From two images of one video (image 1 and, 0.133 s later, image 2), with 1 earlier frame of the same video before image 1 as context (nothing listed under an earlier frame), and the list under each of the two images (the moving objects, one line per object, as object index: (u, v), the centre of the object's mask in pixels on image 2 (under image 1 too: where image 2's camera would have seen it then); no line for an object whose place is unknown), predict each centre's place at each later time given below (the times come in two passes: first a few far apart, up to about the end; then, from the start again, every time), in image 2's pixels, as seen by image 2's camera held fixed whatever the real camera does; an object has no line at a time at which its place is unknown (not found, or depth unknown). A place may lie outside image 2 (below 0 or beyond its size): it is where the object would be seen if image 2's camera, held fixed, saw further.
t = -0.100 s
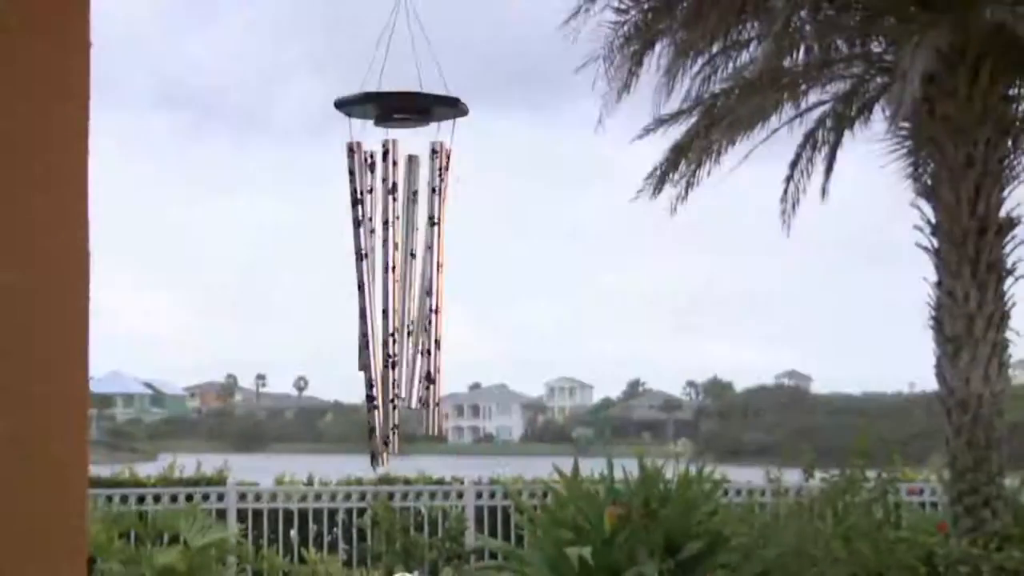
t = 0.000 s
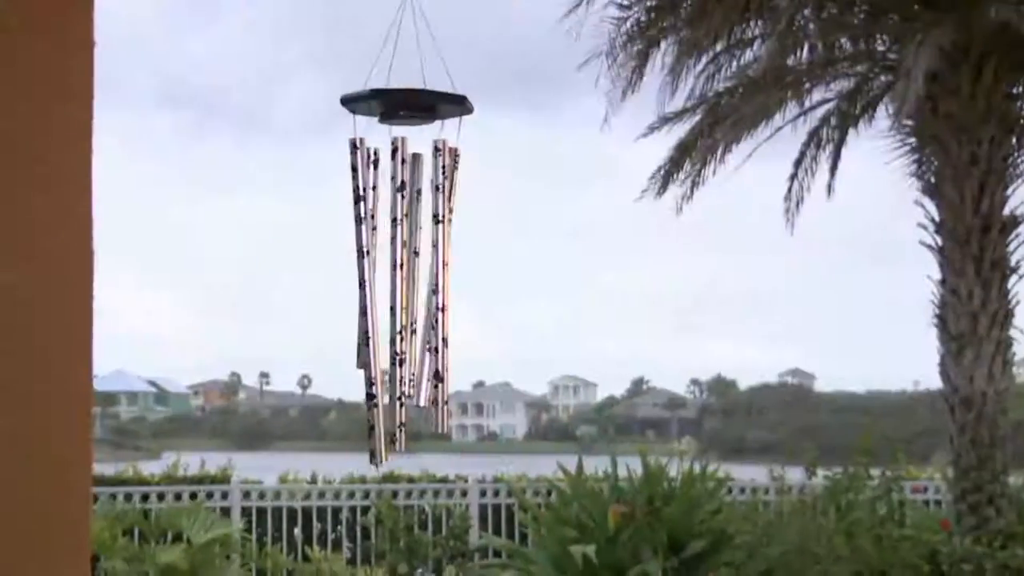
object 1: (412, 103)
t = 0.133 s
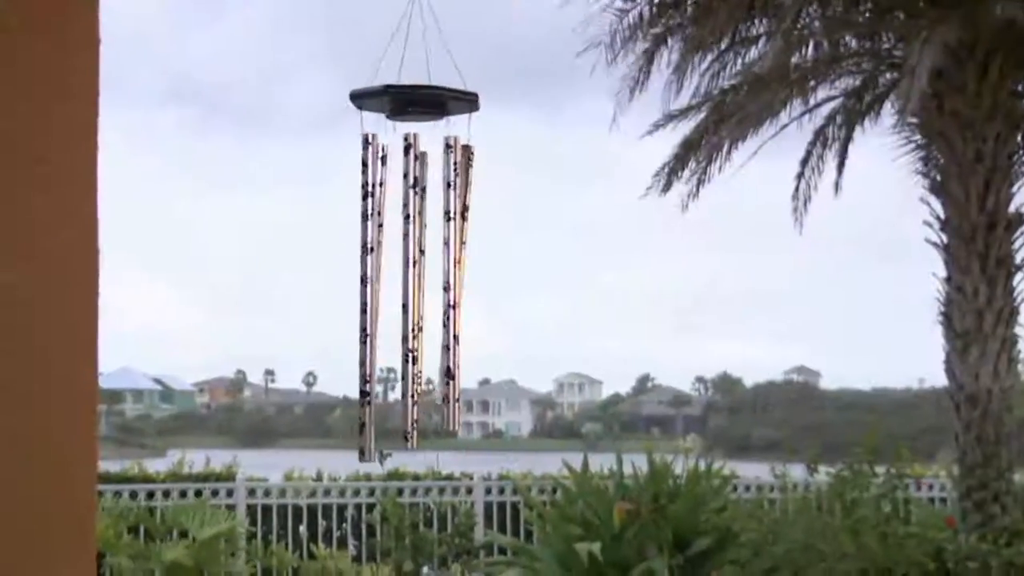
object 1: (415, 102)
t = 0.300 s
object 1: (420, 100)
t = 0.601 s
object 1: (429, 99)
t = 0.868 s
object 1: (432, 100)
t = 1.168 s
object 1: (433, 102)
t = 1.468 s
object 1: (428, 104)
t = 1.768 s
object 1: (420, 104)
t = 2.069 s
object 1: (419, 103)
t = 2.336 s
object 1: (429, 100)
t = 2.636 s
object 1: (443, 96)
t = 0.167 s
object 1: (416, 101)
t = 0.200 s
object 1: (416, 101)
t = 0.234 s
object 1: (418, 100)
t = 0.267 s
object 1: (419, 100)
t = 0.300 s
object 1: (420, 100)
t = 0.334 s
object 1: (422, 100)
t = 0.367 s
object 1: (423, 99)
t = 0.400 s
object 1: (424, 99)
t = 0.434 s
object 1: (426, 99)
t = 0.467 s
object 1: (426, 99)
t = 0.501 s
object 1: (427, 99)
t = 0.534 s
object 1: (428, 99)
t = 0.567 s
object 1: (429, 99)
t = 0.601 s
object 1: (429, 99)
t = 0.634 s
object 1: (429, 99)
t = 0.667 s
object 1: (430, 99)
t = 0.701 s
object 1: (431, 99)
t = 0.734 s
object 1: (431, 99)
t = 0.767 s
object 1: (431, 99)
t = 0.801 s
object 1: (432, 99)
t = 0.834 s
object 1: (432, 99)
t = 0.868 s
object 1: (432, 100)
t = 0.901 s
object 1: (432, 100)
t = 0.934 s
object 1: (432, 100)
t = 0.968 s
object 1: (432, 100)
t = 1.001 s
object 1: (432, 100)
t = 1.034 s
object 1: (432, 101)
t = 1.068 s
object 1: (432, 101)
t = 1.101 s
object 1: (433, 101)
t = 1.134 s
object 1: (433, 101)
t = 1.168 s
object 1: (433, 102)
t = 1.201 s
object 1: (432, 102)
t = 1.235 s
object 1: (432, 102)
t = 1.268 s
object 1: (431, 103)
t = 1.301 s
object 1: (430, 103)
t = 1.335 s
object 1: (430, 103)
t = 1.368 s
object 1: (430, 103)
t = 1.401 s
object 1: (429, 104)
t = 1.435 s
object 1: (429, 104)
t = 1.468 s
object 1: (428, 104)
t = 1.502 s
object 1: (428, 104)
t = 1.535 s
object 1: (427, 104)
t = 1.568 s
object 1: (426, 104)
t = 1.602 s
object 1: (425, 104)
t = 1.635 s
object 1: (424, 104)
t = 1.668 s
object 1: (422, 104)
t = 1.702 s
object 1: (421, 104)
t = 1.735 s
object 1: (421, 104)
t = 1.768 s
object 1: (420, 104)
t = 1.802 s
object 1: (420, 104)
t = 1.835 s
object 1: (420, 104)
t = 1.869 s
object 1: (420, 104)
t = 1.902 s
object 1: (419, 104)
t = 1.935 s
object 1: (419, 104)
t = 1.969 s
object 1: (418, 103)
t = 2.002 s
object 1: (418, 103)
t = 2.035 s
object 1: (418, 103)
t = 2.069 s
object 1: (419, 103)
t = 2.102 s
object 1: (420, 102)
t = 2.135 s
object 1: (421, 102)
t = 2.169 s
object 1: (422, 102)
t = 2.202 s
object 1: (424, 101)
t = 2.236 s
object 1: (425, 101)
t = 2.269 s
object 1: (427, 101)
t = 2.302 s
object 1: (428, 100)
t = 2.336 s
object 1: (429, 100)
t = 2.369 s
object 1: (430, 99)
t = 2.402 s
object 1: (432, 99)
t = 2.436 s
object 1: (433, 99)
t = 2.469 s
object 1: (435, 98)
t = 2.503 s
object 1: (437, 98)
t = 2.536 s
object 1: (439, 98)
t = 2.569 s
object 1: (440, 97)
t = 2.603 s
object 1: (442, 97)
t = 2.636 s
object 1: (443, 96)
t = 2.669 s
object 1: (444, 96)
